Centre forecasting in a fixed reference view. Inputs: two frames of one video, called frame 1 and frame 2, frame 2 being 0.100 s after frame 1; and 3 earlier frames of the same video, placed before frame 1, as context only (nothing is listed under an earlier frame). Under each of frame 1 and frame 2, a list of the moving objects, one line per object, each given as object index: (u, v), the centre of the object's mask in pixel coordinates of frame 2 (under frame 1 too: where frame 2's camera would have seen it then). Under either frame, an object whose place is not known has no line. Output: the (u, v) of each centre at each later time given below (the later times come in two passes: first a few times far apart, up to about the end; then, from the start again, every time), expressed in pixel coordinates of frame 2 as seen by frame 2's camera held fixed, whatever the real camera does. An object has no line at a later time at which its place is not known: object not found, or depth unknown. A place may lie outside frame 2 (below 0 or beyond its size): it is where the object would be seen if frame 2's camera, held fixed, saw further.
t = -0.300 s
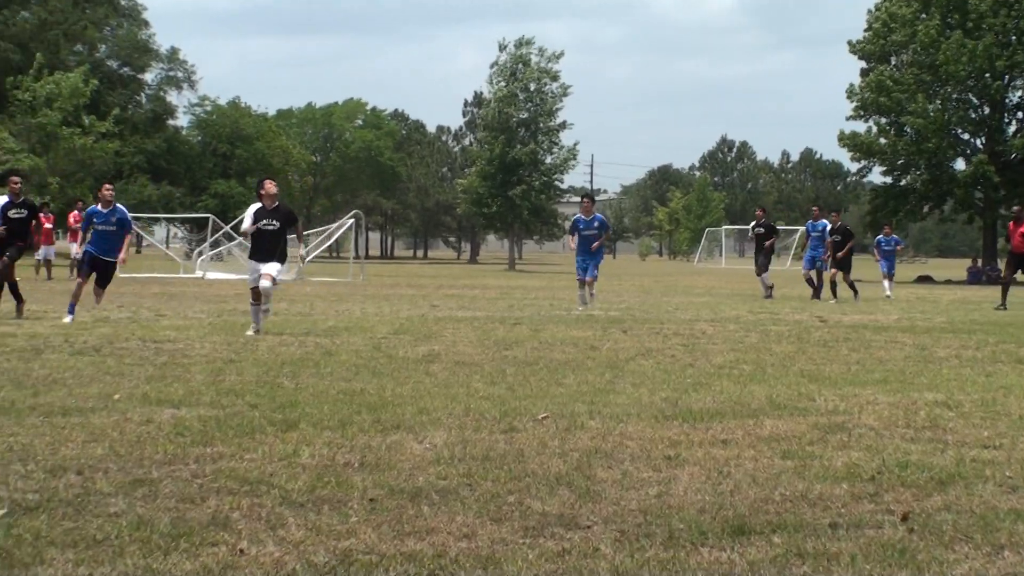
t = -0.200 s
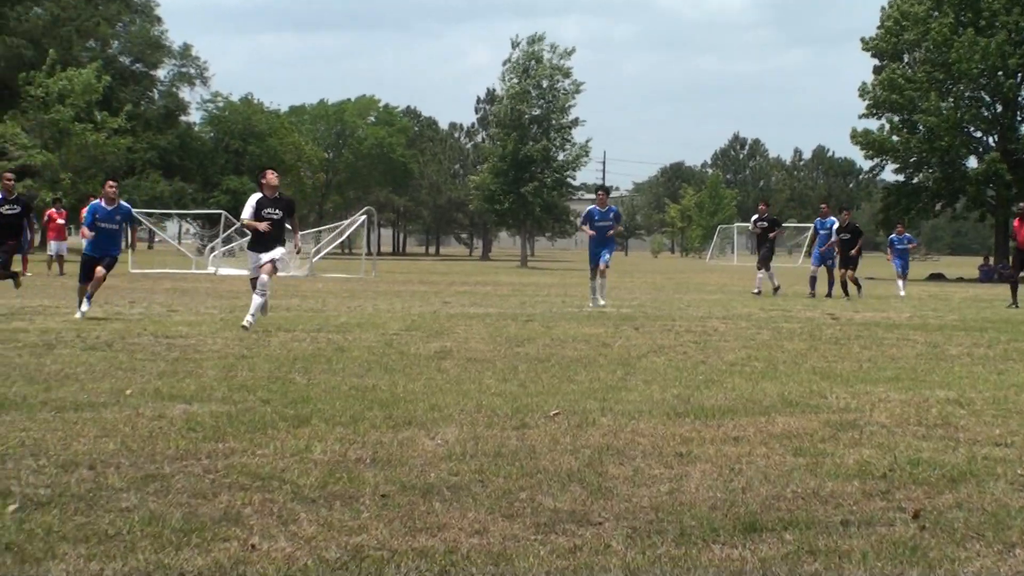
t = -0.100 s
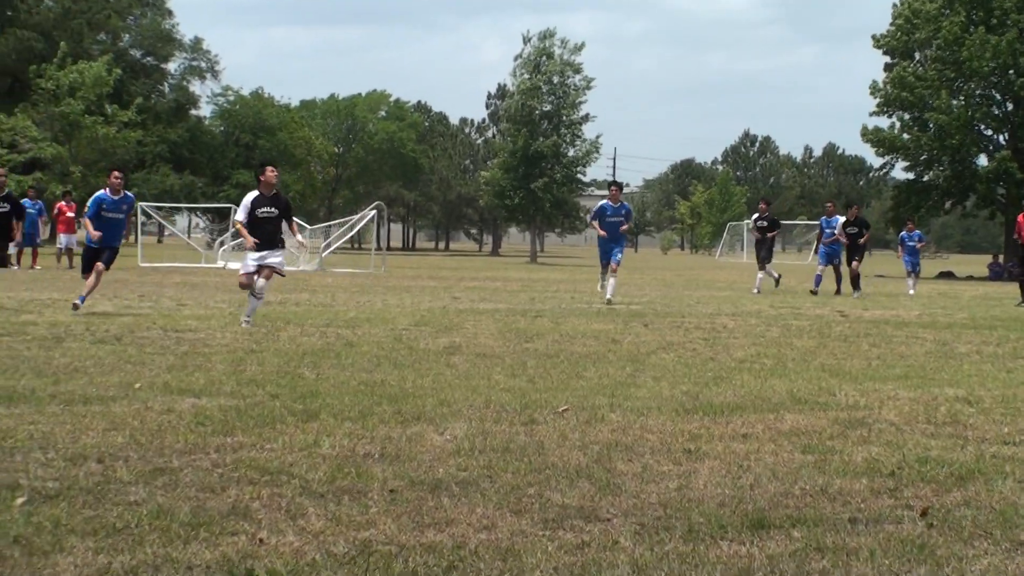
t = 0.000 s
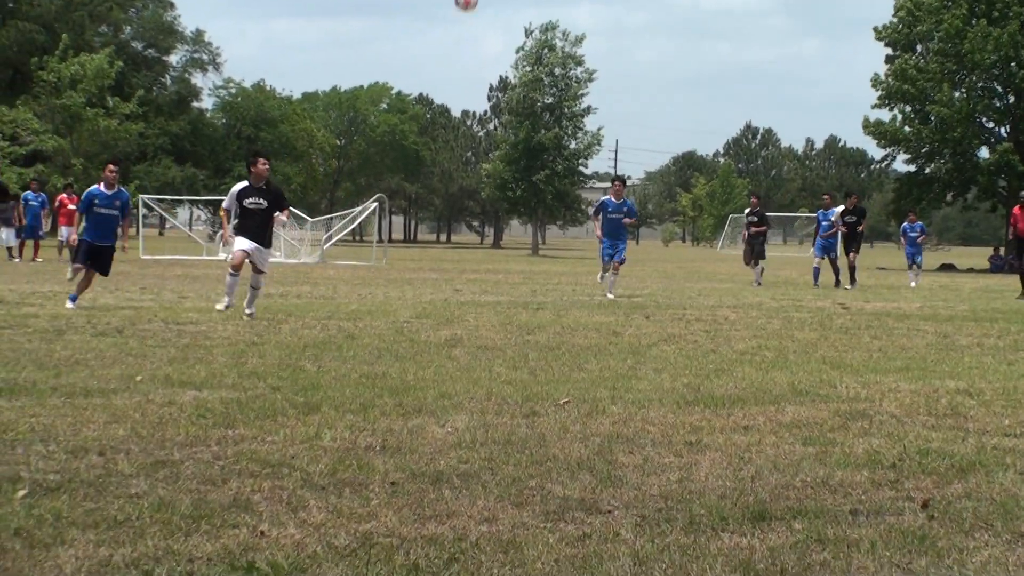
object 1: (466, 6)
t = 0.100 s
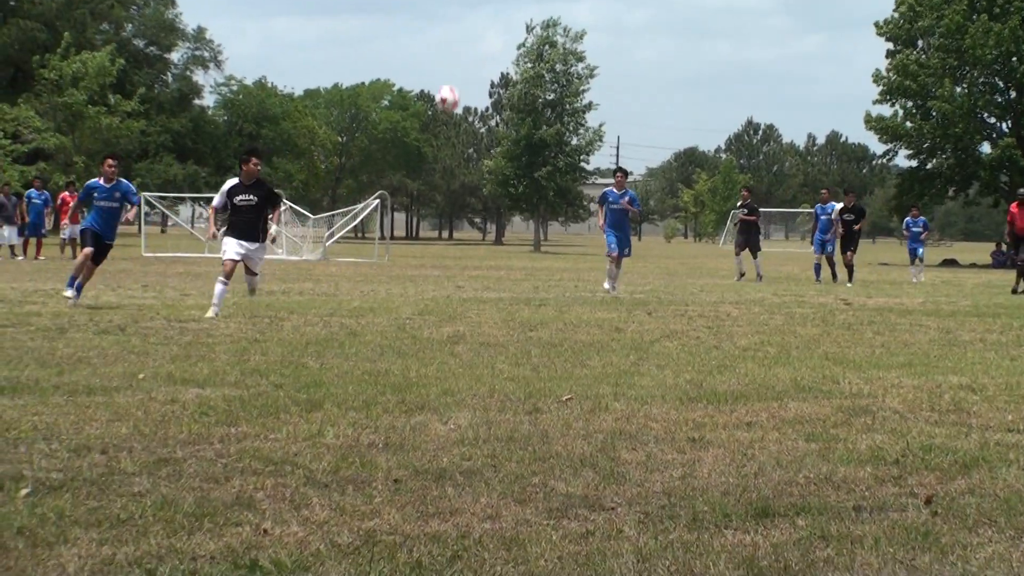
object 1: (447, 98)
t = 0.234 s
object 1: (425, 259)
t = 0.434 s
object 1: (404, 173)
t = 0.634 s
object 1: (391, 20)
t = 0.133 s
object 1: (440, 137)
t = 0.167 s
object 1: (435, 177)
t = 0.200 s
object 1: (429, 217)
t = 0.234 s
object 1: (425, 259)
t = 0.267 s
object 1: (416, 306)
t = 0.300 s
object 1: (413, 301)
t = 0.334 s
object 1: (412, 267)
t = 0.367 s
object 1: (409, 234)
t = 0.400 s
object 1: (406, 204)
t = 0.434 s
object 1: (404, 173)
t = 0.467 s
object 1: (402, 144)
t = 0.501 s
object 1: (400, 116)
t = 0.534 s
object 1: (397, 90)
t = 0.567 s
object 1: (395, 65)
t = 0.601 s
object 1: (393, 42)
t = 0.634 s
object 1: (391, 20)
